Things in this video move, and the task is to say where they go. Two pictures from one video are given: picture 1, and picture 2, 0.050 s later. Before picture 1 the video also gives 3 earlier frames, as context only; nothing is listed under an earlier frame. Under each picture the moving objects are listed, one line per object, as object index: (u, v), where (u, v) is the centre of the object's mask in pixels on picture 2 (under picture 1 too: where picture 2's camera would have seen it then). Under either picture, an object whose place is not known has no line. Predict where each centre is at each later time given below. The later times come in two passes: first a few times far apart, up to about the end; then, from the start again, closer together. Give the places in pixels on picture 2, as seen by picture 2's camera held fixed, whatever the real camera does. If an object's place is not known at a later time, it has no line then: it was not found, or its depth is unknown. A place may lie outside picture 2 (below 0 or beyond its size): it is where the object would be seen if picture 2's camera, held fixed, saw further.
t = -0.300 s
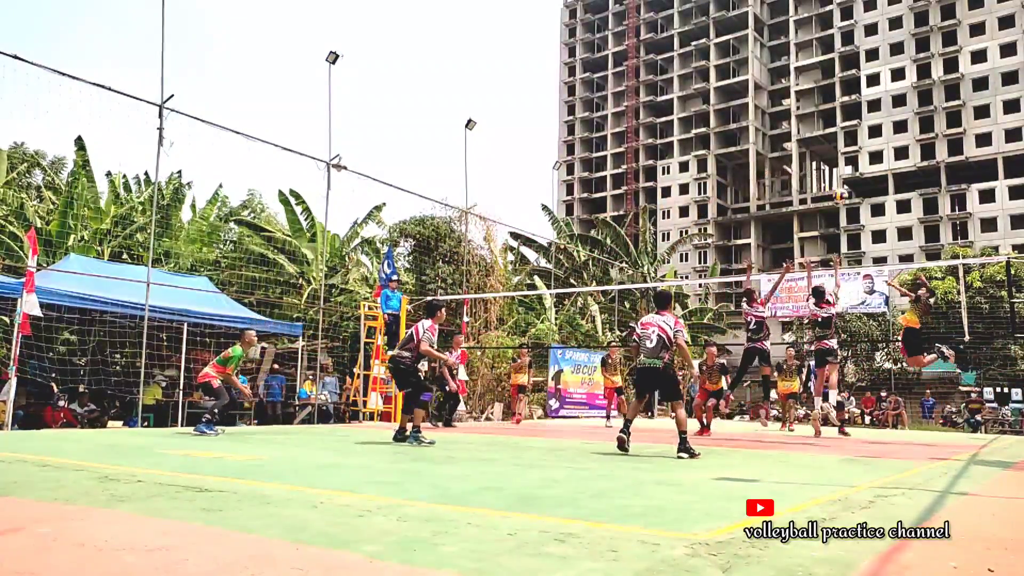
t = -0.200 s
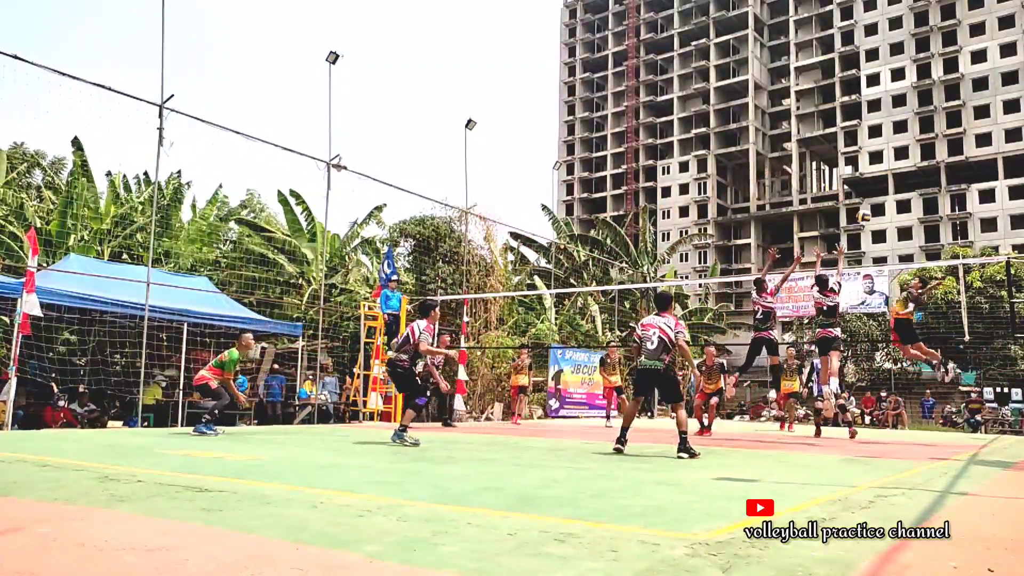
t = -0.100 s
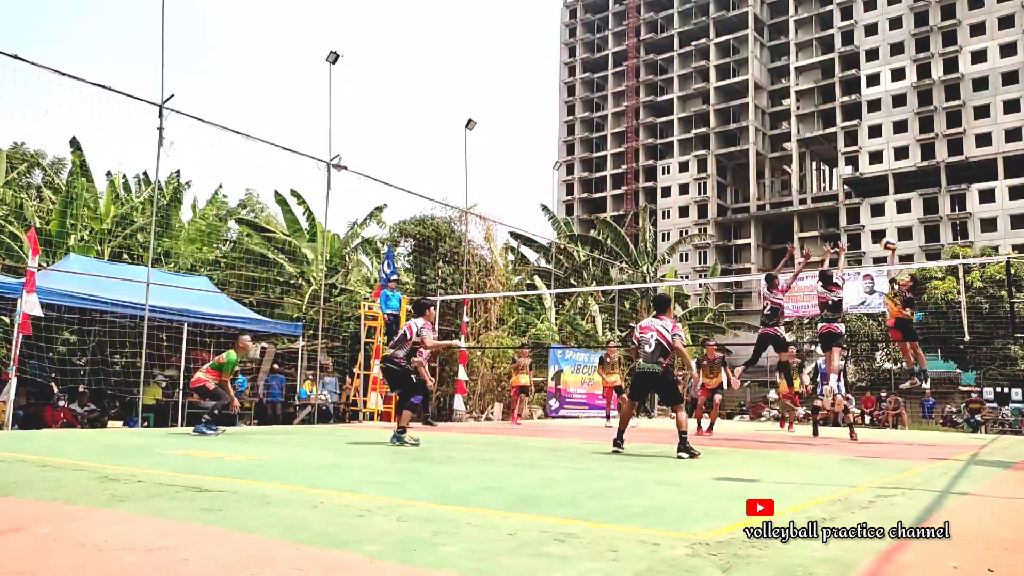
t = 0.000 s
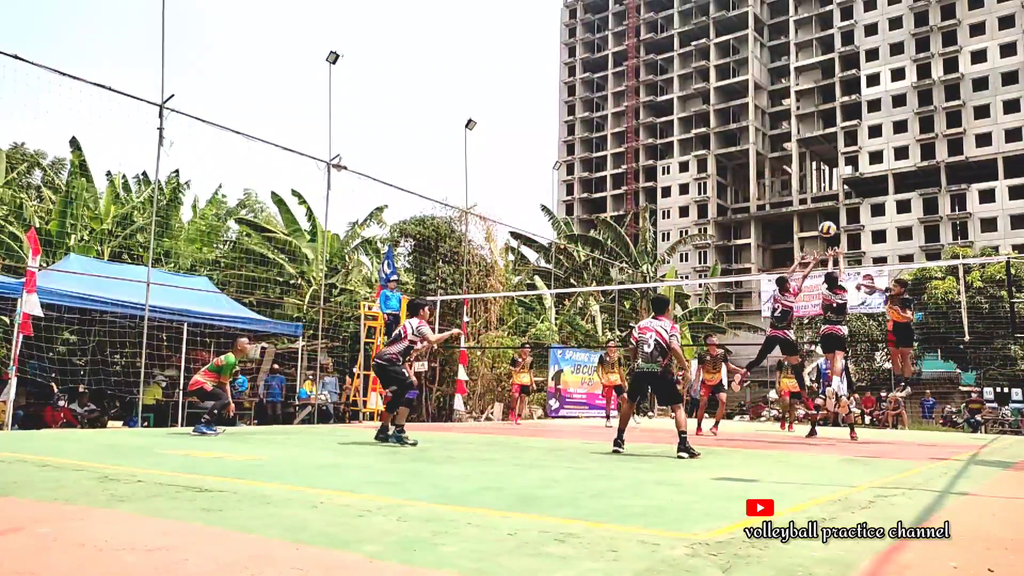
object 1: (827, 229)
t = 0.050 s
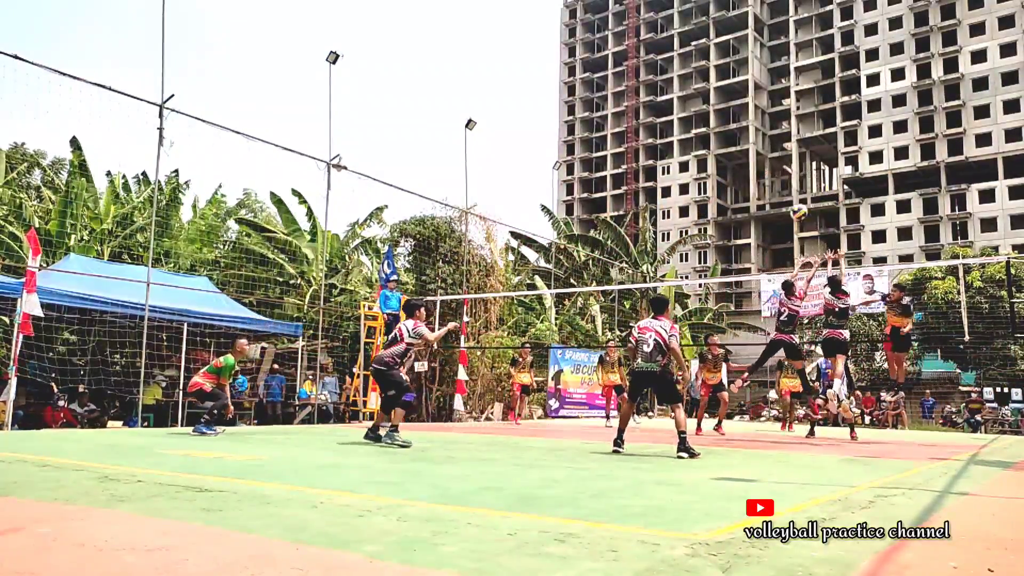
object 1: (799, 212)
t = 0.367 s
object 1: (555, 142)
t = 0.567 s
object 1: (292, 159)
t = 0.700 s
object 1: (15, 224)
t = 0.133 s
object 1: (747, 186)
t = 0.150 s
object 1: (736, 182)
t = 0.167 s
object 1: (724, 178)
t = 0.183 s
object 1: (712, 172)
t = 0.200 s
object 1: (699, 169)
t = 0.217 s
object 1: (688, 167)
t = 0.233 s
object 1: (675, 162)
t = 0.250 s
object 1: (662, 158)
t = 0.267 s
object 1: (647, 155)
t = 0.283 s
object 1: (633, 153)
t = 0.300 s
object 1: (620, 150)
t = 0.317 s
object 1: (604, 147)
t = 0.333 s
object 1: (588, 144)
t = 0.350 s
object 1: (572, 143)
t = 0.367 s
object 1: (555, 142)
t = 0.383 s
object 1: (537, 141)
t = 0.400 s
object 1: (519, 140)
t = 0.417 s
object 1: (500, 140)
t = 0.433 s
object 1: (481, 140)
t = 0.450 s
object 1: (462, 140)
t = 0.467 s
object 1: (441, 142)
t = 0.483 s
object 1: (419, 142)
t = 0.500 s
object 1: (396, 144)
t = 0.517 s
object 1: (372, 146)
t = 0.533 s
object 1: (347, 150)
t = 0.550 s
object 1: (320, 153)
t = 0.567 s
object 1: (292, 159)
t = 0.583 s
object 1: (264, 163)
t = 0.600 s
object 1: (234, 168)
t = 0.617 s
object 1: (202, 175)
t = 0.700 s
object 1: (15, 224)
